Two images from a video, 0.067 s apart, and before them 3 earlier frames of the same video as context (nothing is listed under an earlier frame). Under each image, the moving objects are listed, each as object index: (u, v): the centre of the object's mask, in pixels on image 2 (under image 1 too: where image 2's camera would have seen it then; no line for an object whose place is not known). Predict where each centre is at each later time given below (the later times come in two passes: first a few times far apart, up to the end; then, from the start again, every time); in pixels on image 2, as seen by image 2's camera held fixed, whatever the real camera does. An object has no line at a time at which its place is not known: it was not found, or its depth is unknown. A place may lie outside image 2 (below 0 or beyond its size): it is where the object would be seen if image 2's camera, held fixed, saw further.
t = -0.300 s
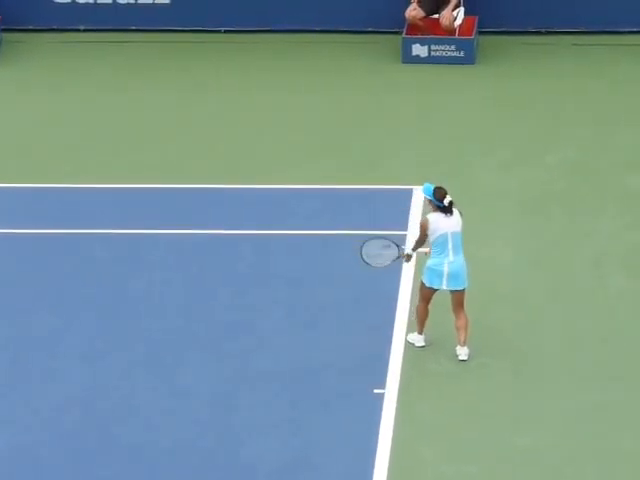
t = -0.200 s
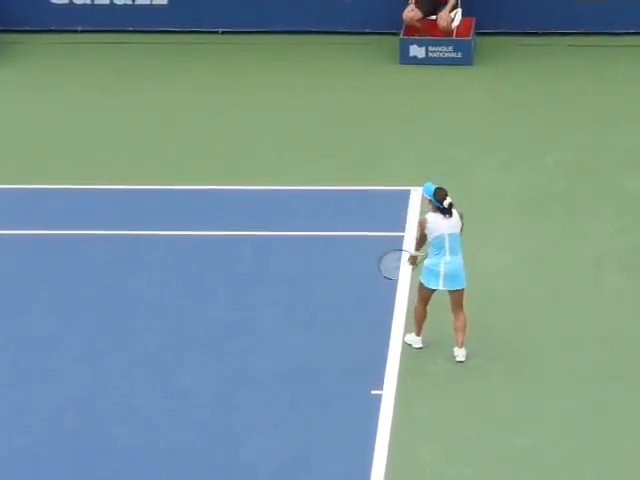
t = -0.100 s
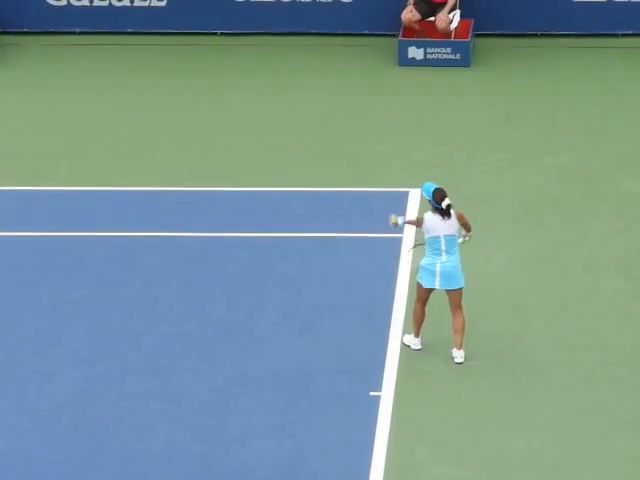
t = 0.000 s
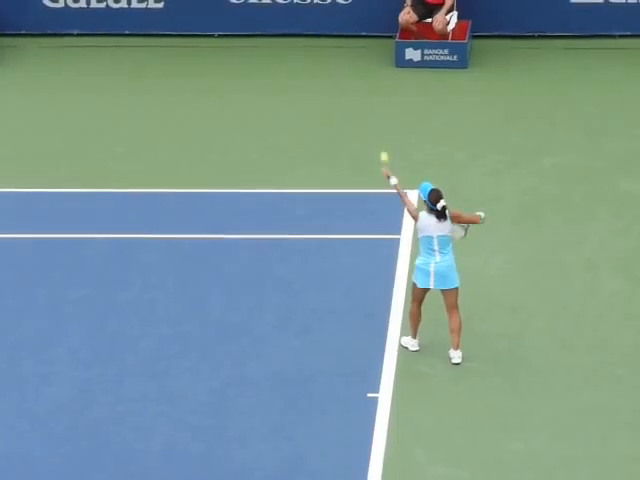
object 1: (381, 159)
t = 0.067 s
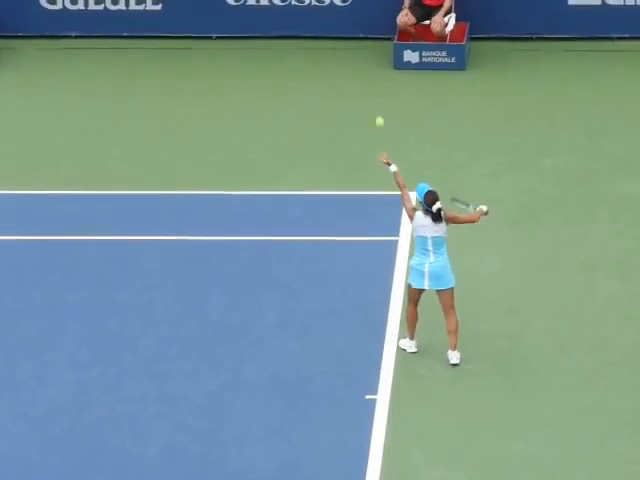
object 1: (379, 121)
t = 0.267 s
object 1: (372, 38)
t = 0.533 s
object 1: (363, -5)
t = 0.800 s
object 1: (355, 29)
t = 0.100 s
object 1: (377, 104)
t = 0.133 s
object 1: (377, 88)
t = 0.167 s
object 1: (375, 73)
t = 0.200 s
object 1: (374, 61)
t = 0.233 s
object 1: (373, 48)
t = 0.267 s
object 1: (372, 38)
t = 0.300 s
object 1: (371, 28)
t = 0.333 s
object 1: (369, 20)
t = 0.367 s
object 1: (368, 13)
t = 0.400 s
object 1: (367, 7)
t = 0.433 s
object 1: (366, 2)
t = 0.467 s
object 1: (365, -2)
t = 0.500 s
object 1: (364, -4)
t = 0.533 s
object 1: (363, -5)
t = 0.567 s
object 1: (362, -6)
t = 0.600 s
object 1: (361, -4)
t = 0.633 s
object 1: (359, -2)
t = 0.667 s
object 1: (359, 2)
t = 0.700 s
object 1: (357, 7)
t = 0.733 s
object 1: (357, 13)
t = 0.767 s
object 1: (356, 20)
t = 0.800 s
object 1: (355, 29)
